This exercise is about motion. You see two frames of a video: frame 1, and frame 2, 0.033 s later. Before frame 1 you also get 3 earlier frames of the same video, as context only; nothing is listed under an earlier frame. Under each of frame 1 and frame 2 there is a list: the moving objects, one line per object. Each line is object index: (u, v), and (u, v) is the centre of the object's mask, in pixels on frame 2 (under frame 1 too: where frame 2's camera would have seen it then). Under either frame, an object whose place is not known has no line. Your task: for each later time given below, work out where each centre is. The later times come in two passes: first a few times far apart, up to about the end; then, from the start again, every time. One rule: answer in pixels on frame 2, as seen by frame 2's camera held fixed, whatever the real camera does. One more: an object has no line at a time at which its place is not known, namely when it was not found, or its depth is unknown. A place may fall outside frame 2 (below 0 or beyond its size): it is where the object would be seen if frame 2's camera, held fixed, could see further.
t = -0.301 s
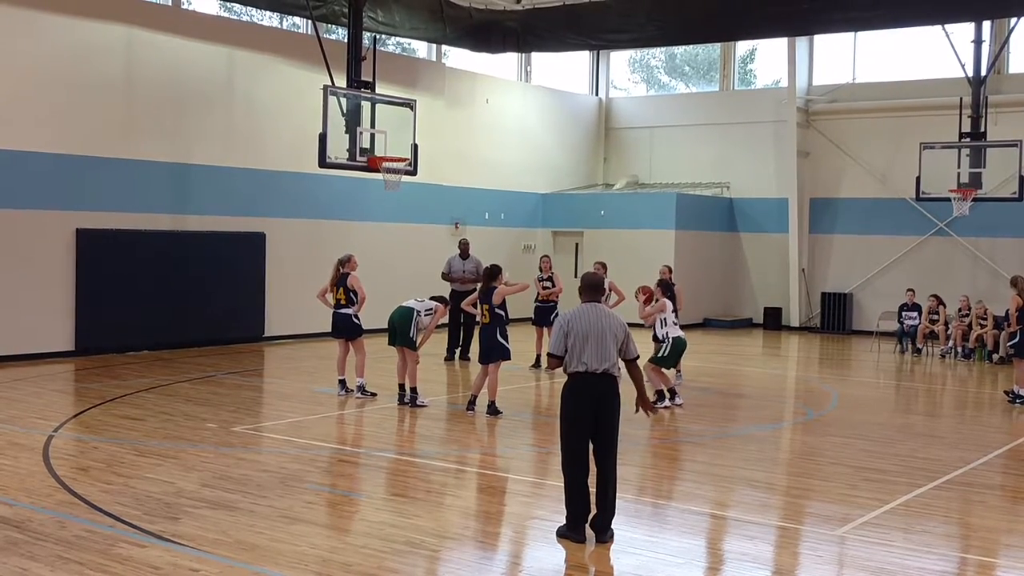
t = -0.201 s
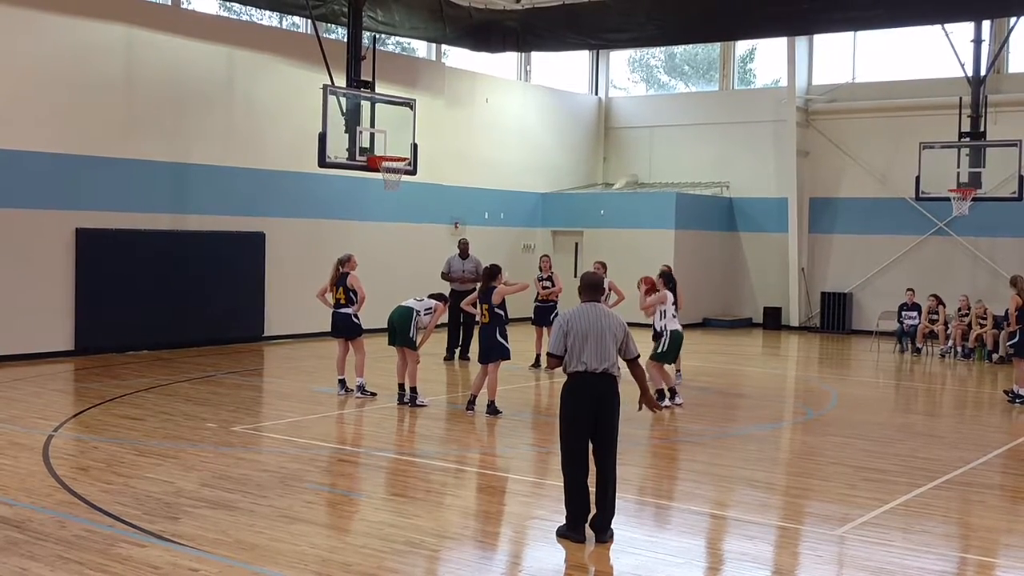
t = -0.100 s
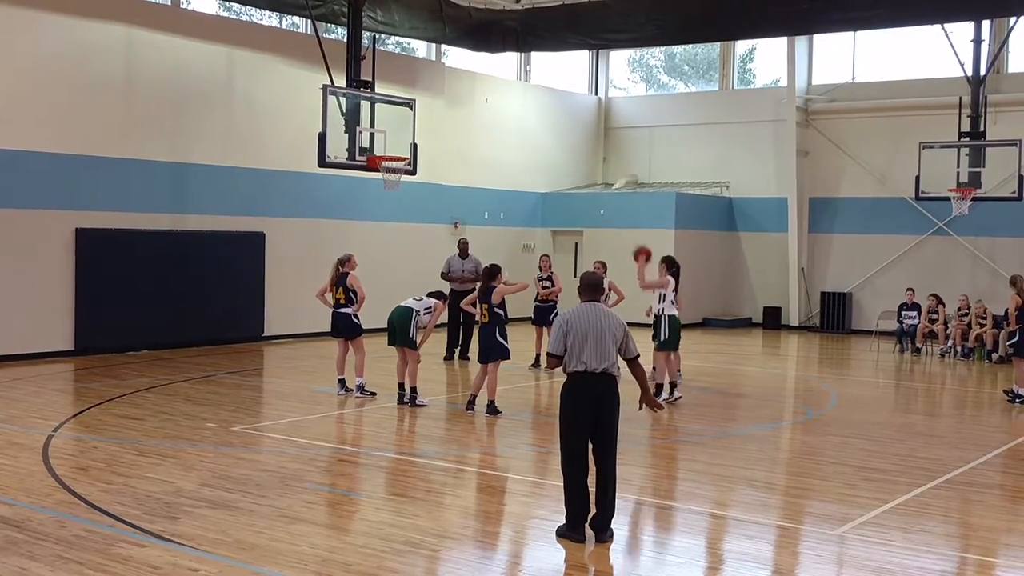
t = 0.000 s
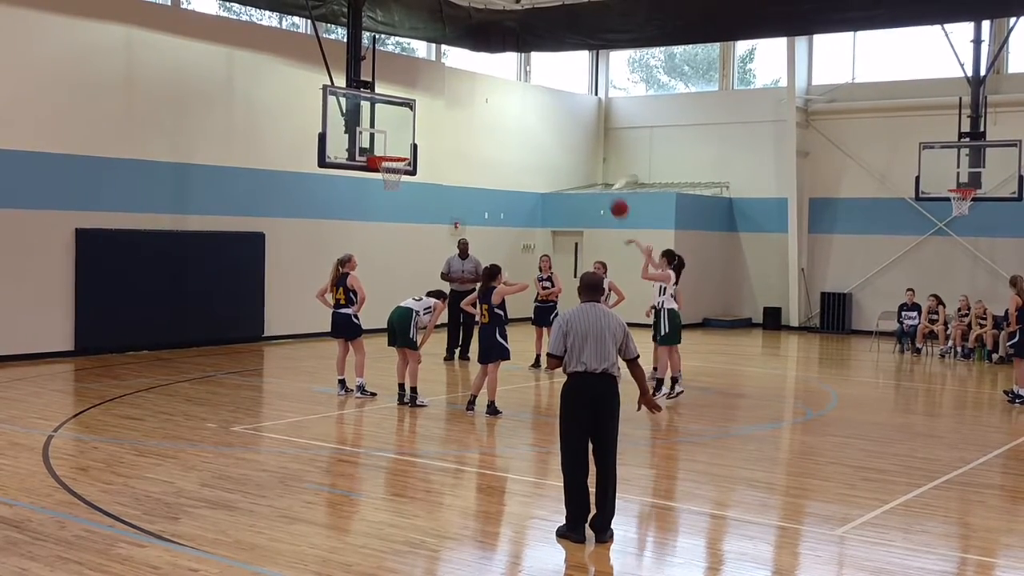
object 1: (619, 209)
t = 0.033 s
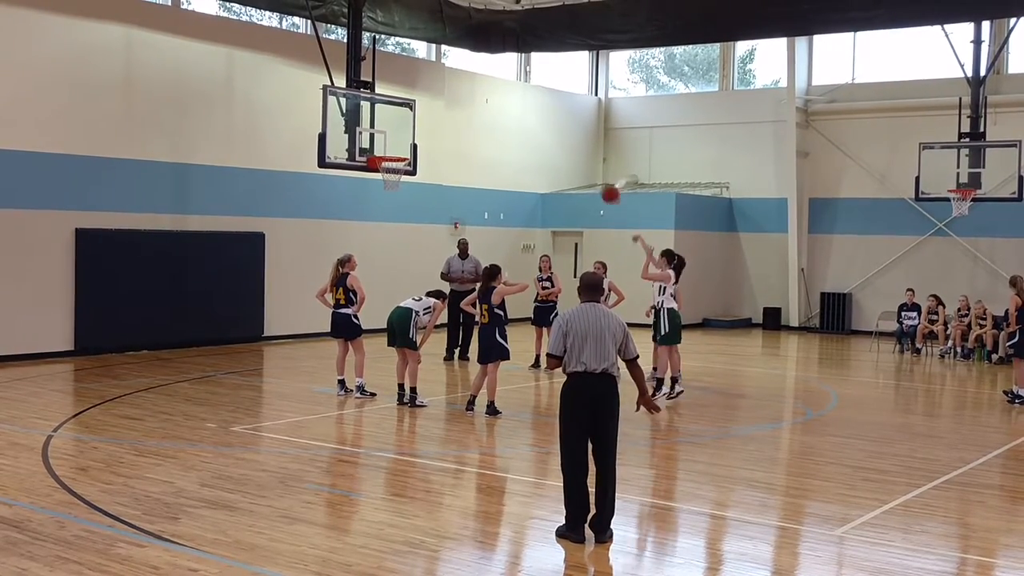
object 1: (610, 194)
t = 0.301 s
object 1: (542, 114)
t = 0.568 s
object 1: (480, 93)
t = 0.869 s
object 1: (415, 132)
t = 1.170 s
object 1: (396, 156)
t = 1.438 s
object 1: (382, 169)
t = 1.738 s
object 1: (385, 194)
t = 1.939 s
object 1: (389, 241)
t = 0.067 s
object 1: (601, 181)
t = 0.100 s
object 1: (592, 168)
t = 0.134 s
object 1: (584, 157)
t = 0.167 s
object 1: (576, 147)
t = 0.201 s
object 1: (567, 137)
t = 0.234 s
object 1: (559, 129)
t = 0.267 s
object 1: (550, 121)
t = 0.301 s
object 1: (542, 114)
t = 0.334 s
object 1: (534, 108)
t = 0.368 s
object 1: (526, 104)
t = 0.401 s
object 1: (518, 100)
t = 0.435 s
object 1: (511, 97)
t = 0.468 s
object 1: (503, 95)
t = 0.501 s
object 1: (495, 93)
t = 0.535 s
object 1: (487, 93)
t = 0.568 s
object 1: (480, 93)
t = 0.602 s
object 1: (473, 94)
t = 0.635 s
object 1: (465, 96)
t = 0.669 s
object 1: (458, 99)
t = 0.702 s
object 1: (450, 102)
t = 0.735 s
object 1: (443, 107)
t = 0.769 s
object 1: (436, 112)
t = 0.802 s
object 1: (429, 118)
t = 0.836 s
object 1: (422, 124)
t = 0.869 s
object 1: (415, 132)
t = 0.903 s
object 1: (407, 140)
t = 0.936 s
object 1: (401, 148)
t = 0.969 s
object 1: (397, 151)
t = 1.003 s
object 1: (393, 151)
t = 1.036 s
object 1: (389, 152)
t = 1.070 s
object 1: (385, 155)
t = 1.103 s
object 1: (385, 157)
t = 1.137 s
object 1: (390, 156)
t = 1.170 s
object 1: (396, 156)
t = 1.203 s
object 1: (400, 157)
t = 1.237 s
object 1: (398, 158)
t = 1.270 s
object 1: (395, 158)
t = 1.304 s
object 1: (392, 159)
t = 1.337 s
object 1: (390, 163)
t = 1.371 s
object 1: (388, 165)
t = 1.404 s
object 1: (385, 169)
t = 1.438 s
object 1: (382, 169)
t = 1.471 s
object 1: (381, 171)
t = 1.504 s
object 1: (381, 172)
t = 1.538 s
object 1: (381, 174)
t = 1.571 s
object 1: (381, 175)
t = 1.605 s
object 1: (381, 177)
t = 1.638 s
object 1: (383, 180)
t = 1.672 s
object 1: (383, 184)
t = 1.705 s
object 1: (383, 189)
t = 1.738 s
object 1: (385, 194)
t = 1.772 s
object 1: (386, 200)
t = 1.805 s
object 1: (387, 207)
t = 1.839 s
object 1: (387, 214)
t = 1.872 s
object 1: (388, 222)
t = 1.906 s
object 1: (389, 231)
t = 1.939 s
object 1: (389, 241)
